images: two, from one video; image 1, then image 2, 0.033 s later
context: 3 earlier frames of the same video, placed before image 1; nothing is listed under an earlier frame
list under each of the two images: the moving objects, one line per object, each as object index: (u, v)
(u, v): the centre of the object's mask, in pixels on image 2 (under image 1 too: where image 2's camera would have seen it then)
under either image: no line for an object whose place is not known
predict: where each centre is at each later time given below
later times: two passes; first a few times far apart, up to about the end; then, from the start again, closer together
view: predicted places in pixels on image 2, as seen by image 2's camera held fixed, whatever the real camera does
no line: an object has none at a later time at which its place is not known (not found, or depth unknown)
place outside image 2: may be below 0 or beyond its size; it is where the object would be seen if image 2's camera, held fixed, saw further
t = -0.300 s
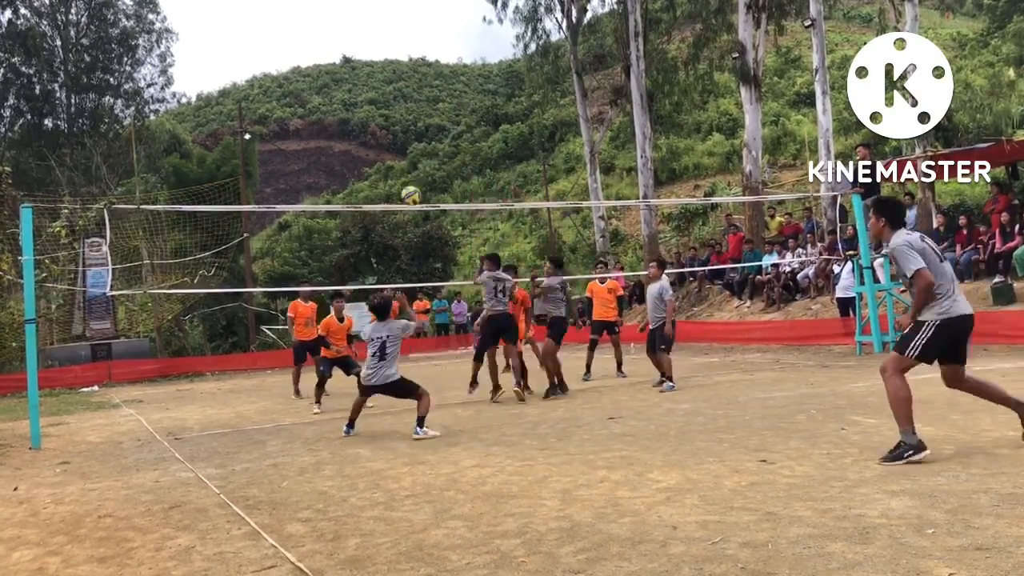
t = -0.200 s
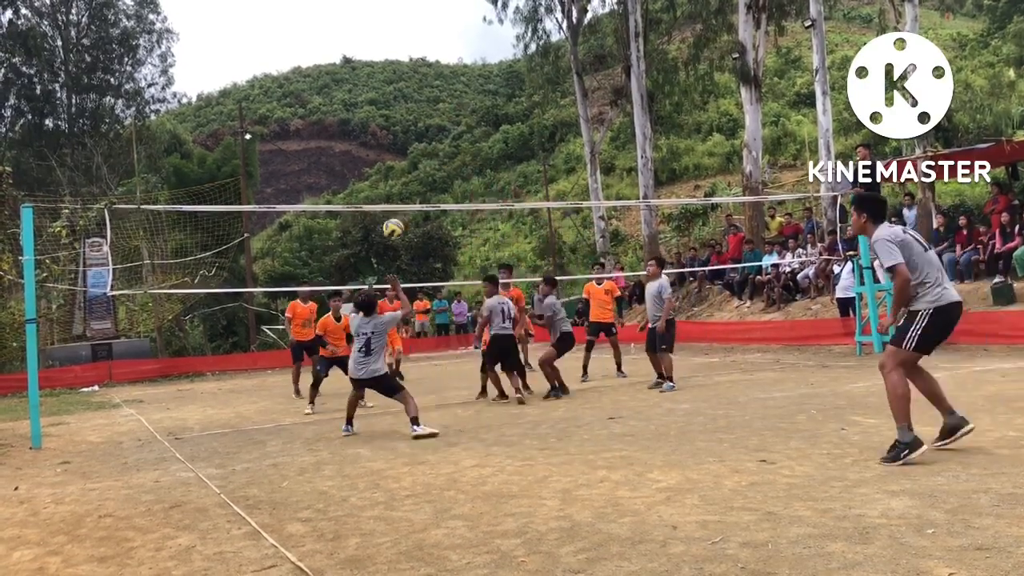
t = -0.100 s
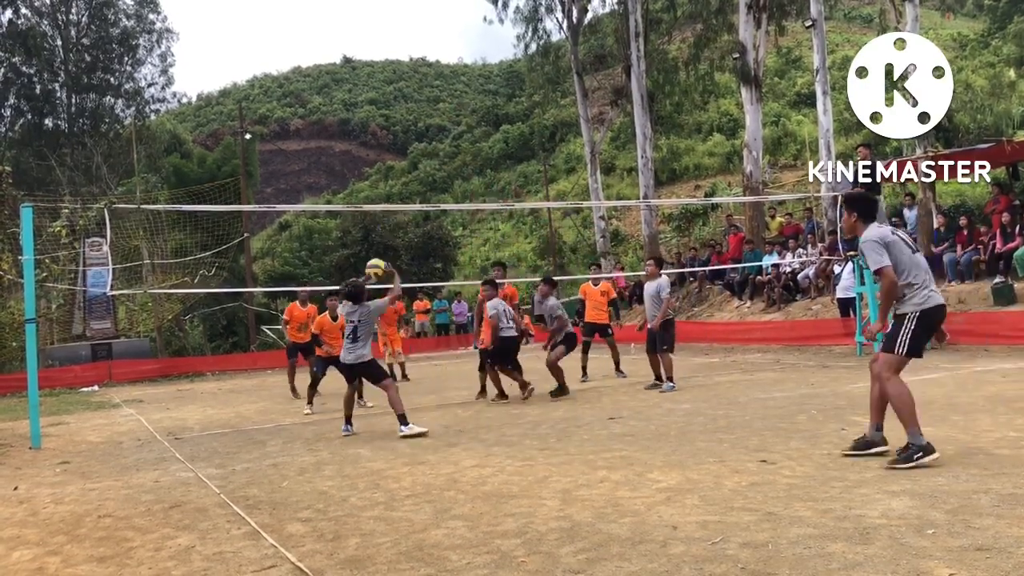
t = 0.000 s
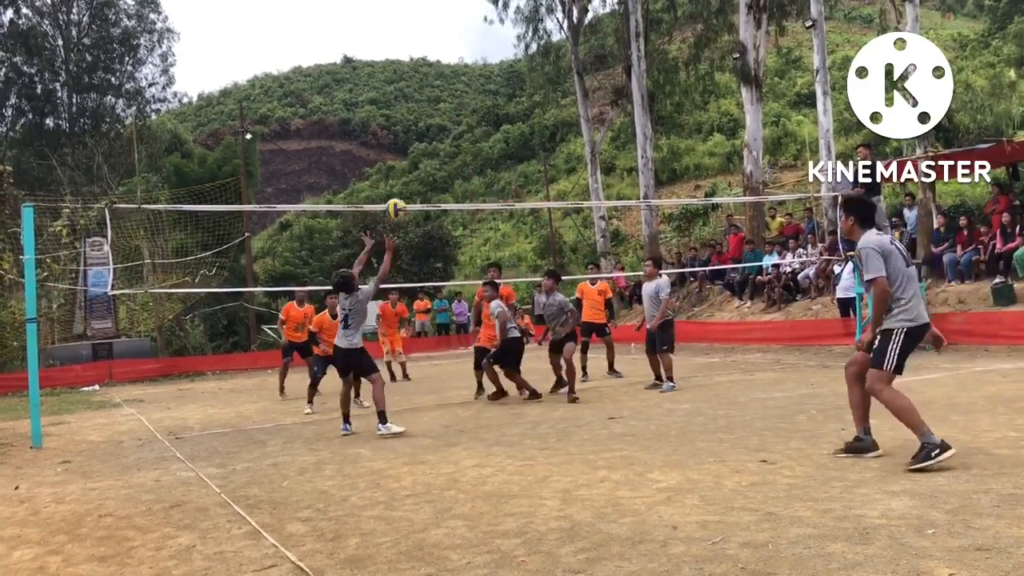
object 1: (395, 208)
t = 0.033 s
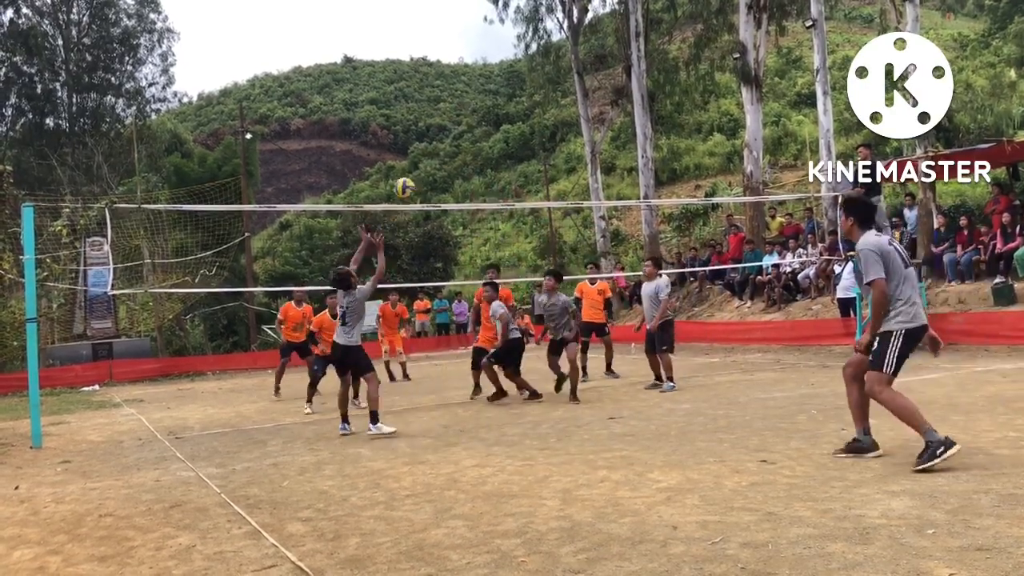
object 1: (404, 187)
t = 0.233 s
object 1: (451, 94)
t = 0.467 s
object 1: (502, 40)
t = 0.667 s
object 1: (545, 35)
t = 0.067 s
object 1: (412, 169)
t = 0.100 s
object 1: (420, 151)
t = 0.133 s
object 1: (428, 135)
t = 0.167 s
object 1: (436, 120)
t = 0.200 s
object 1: (443, 106)
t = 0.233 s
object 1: (451, 94)
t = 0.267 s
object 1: (458, 82)
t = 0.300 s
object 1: (466, 73)
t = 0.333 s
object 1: (474, 64)
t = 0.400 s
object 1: (488, 49)
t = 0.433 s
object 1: (495, 44)
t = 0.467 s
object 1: (502, 40)
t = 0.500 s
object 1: (509, 36)
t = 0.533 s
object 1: (516, 34)
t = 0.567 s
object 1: (525, 32)
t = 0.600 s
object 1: (530, 32)
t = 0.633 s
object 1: (538, 32)
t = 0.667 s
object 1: (545, 35)
